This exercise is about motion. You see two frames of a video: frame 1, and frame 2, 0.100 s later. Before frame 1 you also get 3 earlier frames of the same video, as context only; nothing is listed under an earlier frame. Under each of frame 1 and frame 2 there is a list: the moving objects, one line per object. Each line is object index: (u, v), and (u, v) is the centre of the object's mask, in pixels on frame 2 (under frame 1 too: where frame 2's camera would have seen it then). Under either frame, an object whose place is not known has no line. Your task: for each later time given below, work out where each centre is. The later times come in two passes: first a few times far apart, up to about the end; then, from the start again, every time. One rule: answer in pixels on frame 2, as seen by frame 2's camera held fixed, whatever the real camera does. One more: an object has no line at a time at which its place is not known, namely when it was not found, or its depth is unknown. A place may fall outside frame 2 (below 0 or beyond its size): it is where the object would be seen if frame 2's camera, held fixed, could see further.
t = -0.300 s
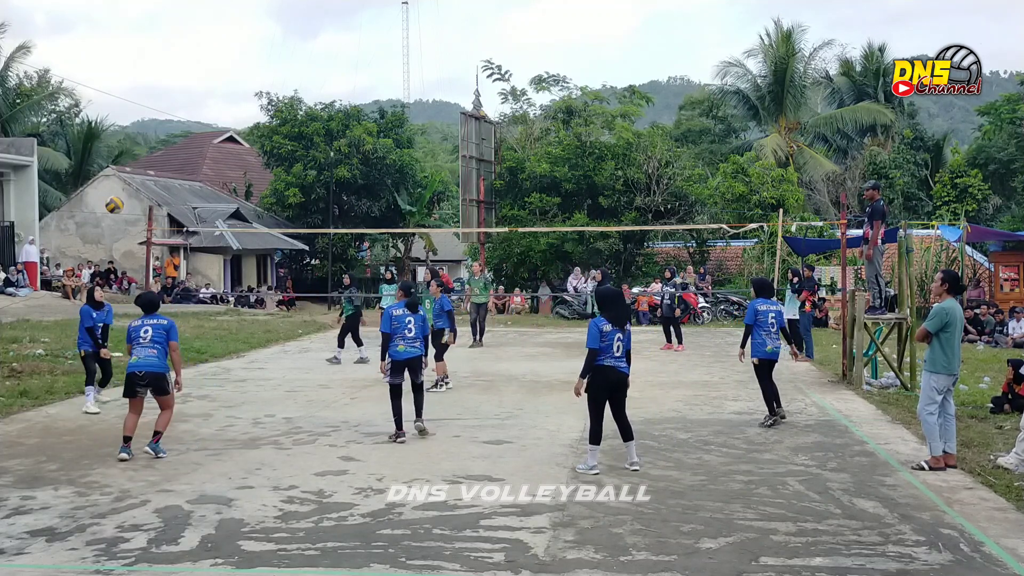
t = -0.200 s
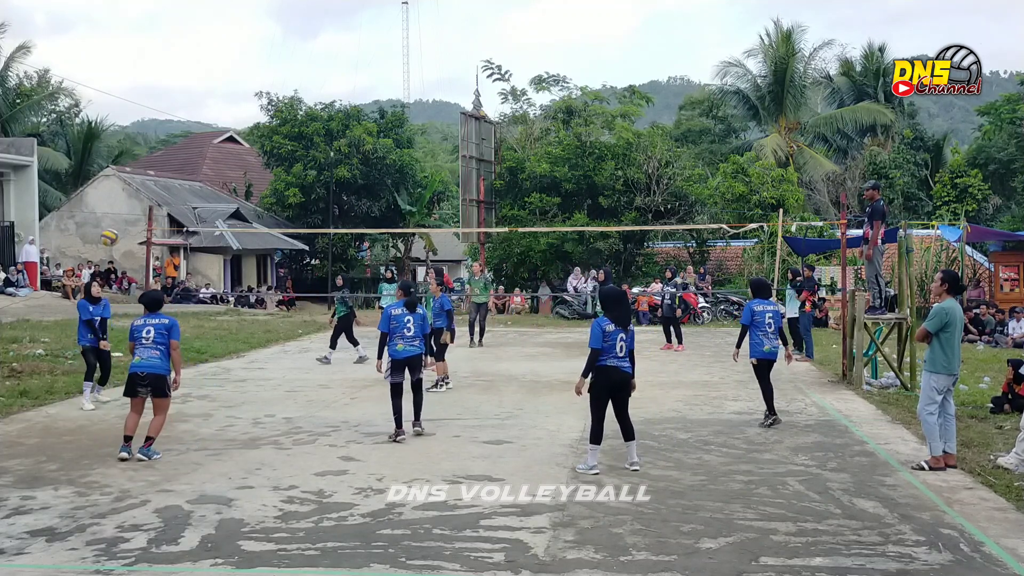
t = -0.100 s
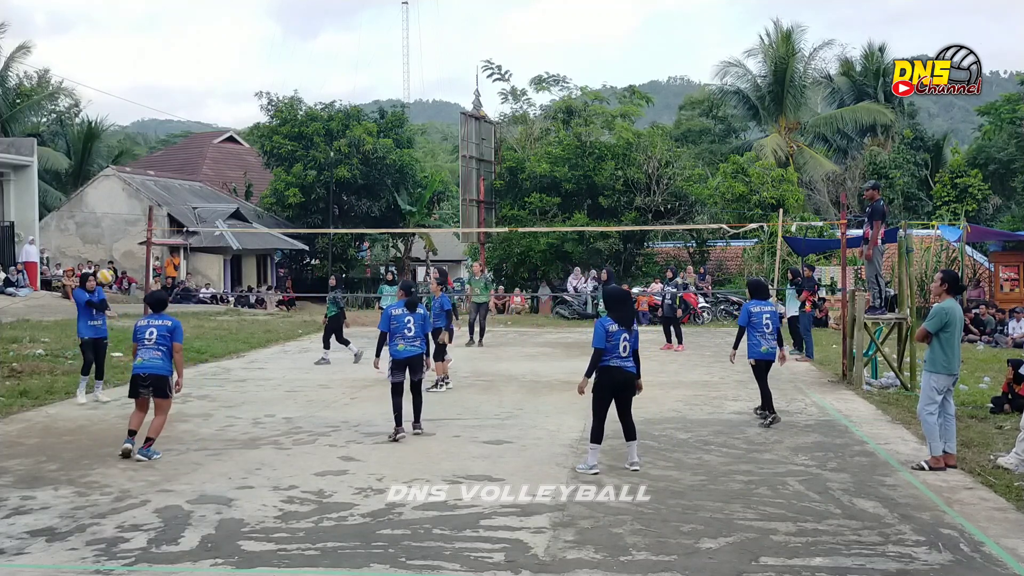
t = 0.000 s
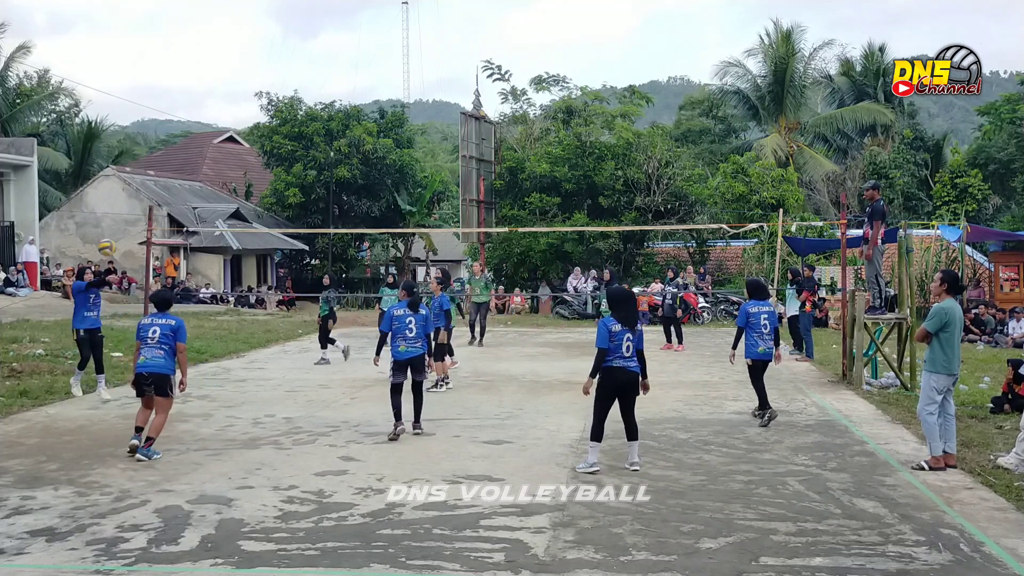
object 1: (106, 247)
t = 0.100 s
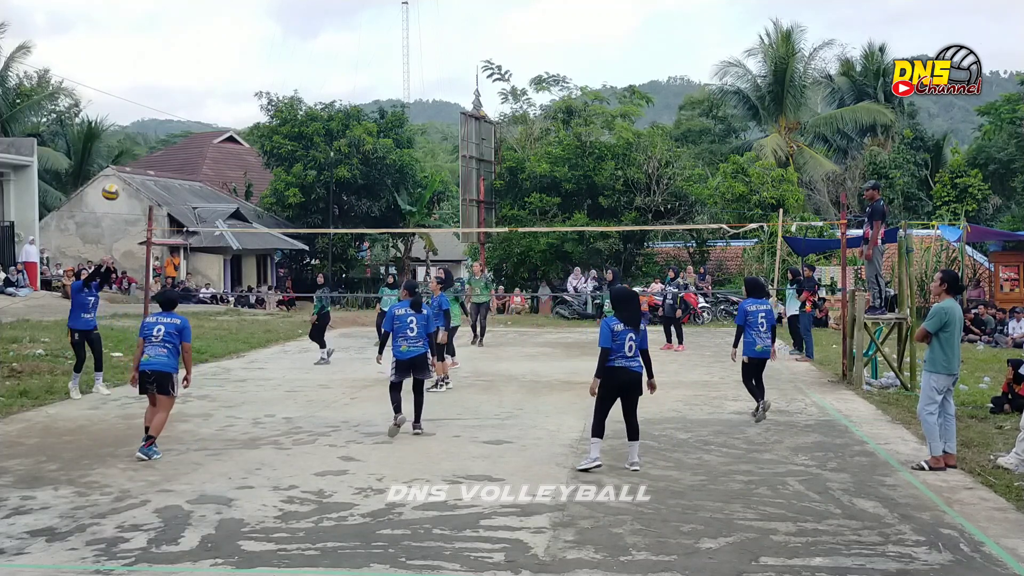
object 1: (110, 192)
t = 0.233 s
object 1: (116, 130)
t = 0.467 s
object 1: (125, 56)
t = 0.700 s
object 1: (135, 25)
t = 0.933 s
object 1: (147, 39)
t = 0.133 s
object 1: (112, 175)
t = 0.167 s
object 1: (114, 158)
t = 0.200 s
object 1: (114, 144)
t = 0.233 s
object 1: (116, 130)
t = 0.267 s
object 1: (117, 117)
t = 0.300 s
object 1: (118, 105)
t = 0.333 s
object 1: (119, 93)
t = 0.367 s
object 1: (120, 82)
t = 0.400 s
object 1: (122, 73)
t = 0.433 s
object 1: (122, 63)
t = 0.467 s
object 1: (125, 56)
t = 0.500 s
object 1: (126, 49)
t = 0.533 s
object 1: (128, 43)
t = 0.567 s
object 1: (129, 37)
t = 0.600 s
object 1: (130, 33)
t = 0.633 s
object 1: (131, 27)
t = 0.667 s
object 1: (132, 25)
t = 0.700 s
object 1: (135, 25)
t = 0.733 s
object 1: (137, 24)
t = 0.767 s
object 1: (139, 24)
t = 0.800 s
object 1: (140, 25)
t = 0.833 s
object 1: (142, 27)
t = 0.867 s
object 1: (141, 28)
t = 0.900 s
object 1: (144, 33)
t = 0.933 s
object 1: (147, 39)
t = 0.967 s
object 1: (149, 44)
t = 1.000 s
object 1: (151, 51)
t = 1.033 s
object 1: (151, 58)
